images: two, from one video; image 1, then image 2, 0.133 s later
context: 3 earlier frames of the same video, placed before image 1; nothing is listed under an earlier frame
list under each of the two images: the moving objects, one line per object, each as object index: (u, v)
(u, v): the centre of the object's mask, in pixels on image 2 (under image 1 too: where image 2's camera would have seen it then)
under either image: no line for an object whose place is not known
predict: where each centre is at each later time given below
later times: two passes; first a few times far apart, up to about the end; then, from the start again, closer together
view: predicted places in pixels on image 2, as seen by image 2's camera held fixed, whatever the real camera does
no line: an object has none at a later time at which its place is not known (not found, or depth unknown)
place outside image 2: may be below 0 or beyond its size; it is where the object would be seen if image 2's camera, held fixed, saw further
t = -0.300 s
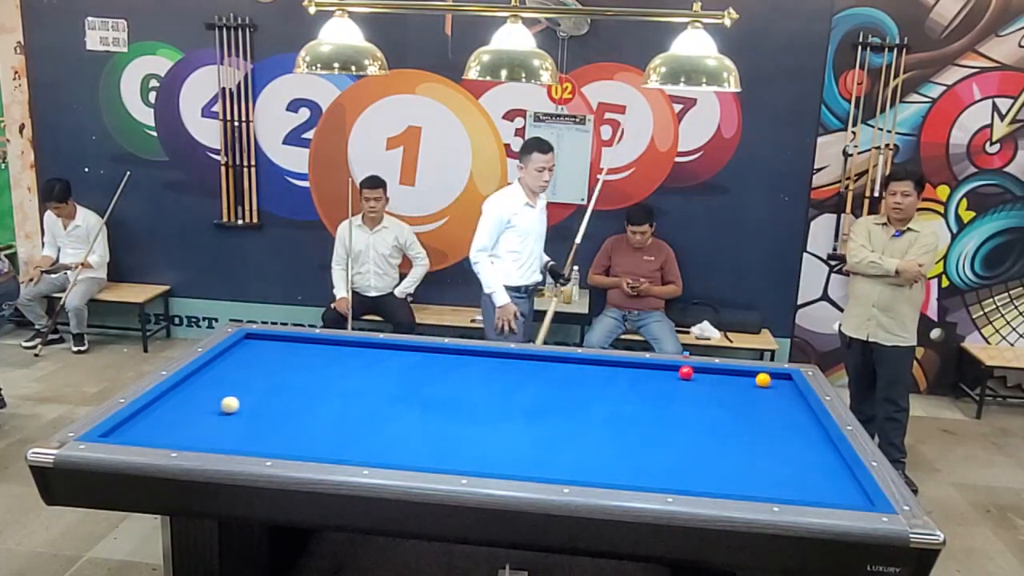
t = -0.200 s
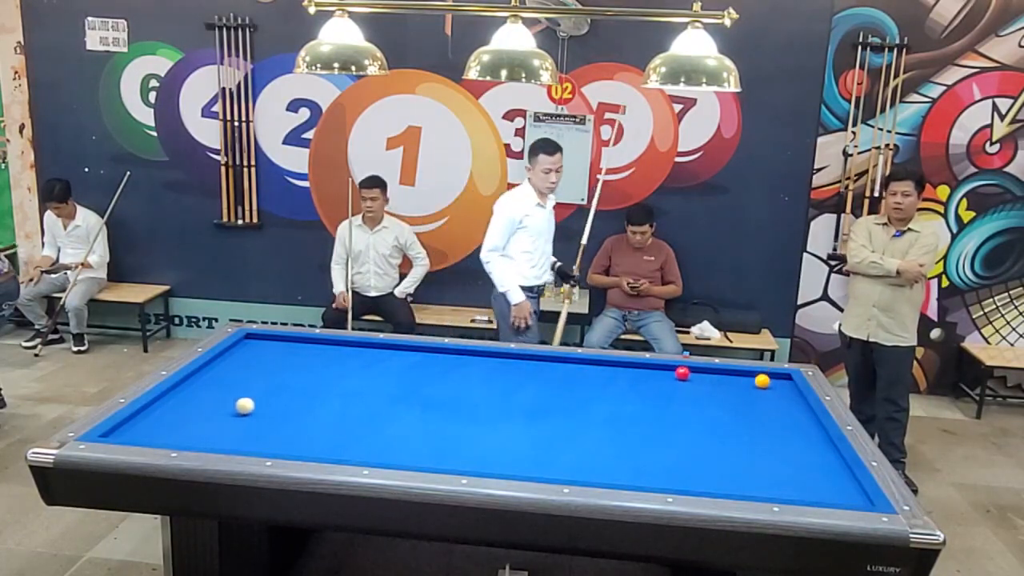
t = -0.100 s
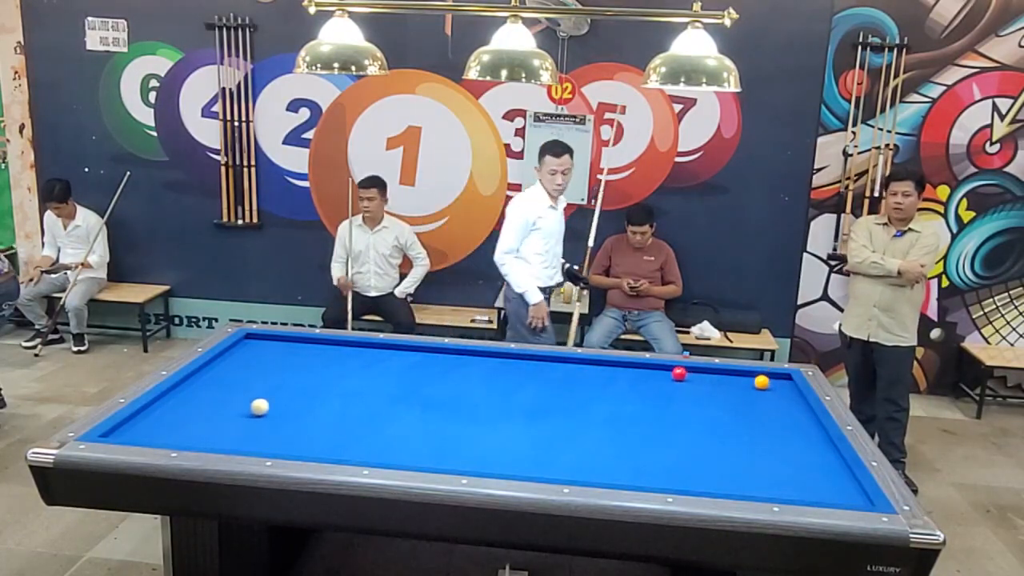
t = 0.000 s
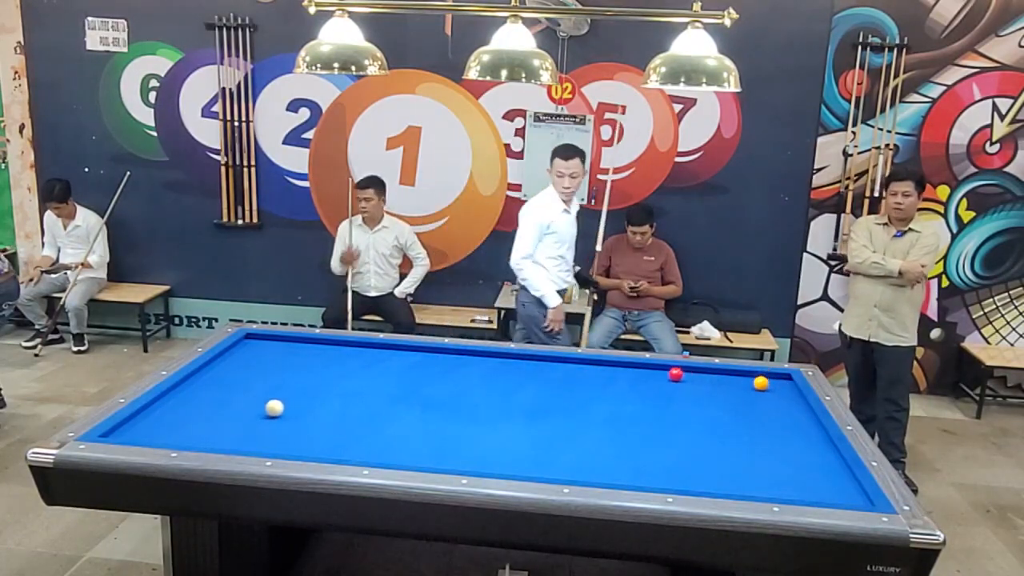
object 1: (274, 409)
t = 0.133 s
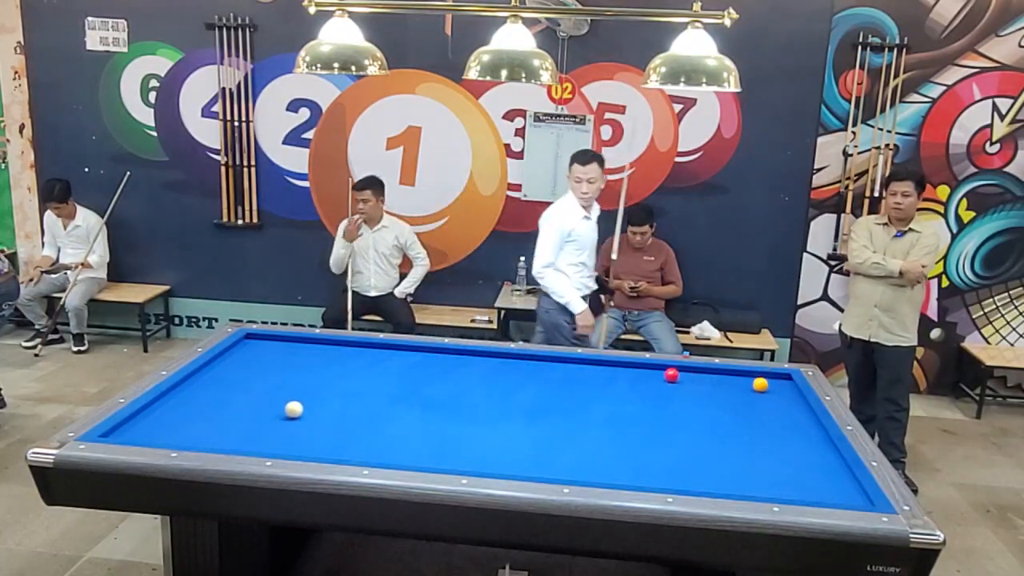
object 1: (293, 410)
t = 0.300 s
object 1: (317, 412)
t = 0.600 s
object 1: (360, 415)
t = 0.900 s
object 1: (401, 418)
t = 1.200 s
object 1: (442, 421)
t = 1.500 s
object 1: (481, 424)
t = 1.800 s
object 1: (520, 427)
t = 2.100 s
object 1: (557, 429)
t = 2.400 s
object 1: (593, 432)
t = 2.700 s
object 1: (628, 434)
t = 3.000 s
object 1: (662, 437)
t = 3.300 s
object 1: (695, 438)
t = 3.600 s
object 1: (726, 441)
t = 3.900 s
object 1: (756, 443)
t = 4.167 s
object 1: (781, 445)
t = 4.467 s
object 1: (809, 446)
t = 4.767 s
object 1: (825, 447)
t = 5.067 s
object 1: (810, 446)
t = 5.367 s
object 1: (797, 445)
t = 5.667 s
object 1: (785, 443)
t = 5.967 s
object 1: (775, 443)
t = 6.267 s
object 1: (766, 442)
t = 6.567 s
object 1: (759, 441)
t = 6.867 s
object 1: (753, 441)
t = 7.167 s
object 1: (748, 441)
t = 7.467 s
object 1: (745, 440)
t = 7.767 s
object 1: (743, 440)
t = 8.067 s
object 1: (743, 439)
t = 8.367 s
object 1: (743, 440)
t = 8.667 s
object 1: (743, 439)
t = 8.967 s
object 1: (743, 439)
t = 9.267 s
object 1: (743, 439)
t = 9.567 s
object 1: (743, 439)
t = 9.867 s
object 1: (743, 440)
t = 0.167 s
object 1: (298, 410)
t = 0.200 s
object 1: (303, 410)
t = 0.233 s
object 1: (308, 411)
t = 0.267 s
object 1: (312, 411)
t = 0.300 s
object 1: (317, 412)
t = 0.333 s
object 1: (322, 412)
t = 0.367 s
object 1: (327, 413)
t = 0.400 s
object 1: (331, 413)
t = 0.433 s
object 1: (336, 413)
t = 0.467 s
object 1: (341, 414)
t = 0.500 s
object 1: (346, 414)
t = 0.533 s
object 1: (350, 414)
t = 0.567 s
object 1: (355, 414)
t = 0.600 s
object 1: (360, 415)
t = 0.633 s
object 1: (364, 415)
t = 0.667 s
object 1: (369, 416)
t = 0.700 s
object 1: (374, 416)
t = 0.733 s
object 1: (379, 417)
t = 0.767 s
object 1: (383, 417)
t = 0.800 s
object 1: (388, 417)
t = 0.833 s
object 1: (393, 417)
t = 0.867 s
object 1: (397, 418)
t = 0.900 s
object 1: (401, 418)
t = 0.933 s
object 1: (406, 419)
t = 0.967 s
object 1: (410, 419)
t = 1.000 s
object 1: (415, 419)
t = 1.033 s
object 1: (419, 420)
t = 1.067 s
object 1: (424, 420)
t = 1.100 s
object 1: (428, 420)
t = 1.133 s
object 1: (433, 421)
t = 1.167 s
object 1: (437, 421)
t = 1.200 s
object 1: (442, 421)
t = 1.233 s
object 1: (446, 422)
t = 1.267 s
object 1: (451, 422)
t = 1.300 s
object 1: (455, 422)
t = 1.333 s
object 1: (460, 423)
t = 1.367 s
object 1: (464, 423)
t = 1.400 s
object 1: (469, 423)
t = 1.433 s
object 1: (473, 423)
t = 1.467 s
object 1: (477, 424)
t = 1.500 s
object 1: (481, 424)
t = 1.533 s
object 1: (486, 425)
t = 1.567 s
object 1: (490, 425)
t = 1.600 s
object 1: (494, 425)
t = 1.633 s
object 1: (499, 425)
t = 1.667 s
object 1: (503, 426)
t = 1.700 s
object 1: (507, 426)
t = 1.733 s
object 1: (511, 426)
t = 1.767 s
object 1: (516, 427)
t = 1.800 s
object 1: (520, 427)
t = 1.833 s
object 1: (524, 427)
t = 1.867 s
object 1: (528, 427)
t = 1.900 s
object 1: (532, 428)
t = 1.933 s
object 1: (537, 428)
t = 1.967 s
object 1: (541, 428)
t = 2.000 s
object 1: (545, 429)
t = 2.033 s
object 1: (549, 429)
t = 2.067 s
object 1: (553, 429)
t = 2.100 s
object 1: (557, 429)
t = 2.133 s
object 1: (561, 430)
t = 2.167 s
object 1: (565, 430)
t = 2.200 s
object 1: (569, 430)
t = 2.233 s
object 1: (574, 431)
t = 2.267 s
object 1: (577, 431)
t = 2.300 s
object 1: (582, 431)
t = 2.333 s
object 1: (586, 432)
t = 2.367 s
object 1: (590, 432)
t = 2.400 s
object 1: (593, 432)
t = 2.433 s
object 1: (597, 432)
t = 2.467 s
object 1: (601, 433)
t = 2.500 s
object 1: (605, 433)
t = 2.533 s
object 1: (609, 433)
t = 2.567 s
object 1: (613, 433)
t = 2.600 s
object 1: (617, 434)
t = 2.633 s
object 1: (621, 434)
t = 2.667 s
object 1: (624, 434)
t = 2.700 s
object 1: (628, 434)
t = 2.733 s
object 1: (632, 434)
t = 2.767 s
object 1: (636, 435)
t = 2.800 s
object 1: (640, 435)
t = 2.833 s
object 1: (644, 435)
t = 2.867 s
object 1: (647, 436)
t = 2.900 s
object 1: (651, 436)
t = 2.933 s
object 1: (655, 436)
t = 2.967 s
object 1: (659, 436)
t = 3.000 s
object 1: (662, 437)
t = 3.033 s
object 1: (666, 437)
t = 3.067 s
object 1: (669, 437)
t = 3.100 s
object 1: (673, 437)
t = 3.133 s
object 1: (677, 438)
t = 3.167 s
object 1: (680, 438)
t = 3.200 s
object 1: (684, 438)
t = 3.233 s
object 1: (687, 438)
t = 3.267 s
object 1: (691, 439)
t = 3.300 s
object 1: (695, 438)
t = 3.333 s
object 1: (698, 439)
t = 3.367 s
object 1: (701, 439)
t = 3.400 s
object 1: (705, 439)
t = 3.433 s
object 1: (709, 440)
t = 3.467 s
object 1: (712, 440)
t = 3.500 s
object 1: (716, 440)
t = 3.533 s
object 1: (719, 440)
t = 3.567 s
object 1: (722, 441)
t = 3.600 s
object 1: (726, 441)
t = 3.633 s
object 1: (729, 441)
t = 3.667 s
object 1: (733, 441)
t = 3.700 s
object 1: (736, 441)
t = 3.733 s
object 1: (739, 442)
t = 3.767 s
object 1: (743, 442)
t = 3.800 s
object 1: (746, 442)
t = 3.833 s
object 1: (749, 442)
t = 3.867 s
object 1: (752, 443)
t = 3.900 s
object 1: (756, 443)
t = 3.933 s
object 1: (759, 443)
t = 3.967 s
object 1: (762, 443)
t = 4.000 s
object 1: (766, 444)
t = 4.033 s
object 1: (769, 444)
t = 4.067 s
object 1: (772, 444)
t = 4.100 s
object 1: (775, 444)
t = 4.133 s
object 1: (778, 444)
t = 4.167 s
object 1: (781, 445)
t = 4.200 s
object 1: (784, 445)
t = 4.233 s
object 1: (787, 445)
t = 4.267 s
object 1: (791, 445)
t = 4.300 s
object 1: (794, 445)
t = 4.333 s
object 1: (797, 446)
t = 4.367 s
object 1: (799, 446)
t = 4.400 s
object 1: (803, 446)
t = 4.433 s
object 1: (806, 446)
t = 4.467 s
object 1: (809, 446)
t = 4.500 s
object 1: (811, 447)
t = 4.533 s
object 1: (814, 447)
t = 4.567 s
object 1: (817, 447)
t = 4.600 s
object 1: (820, 447)
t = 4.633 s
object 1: (823, 447)
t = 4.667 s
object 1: (826, 447)
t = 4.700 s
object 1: (828, 447)
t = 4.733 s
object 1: (826, 447)
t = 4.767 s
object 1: (825, 447)
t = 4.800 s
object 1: (823, 447)
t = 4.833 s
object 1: (822, 447)
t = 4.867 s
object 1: (820, 446)
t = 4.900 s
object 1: (818, 446)
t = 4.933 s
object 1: (816, 446)
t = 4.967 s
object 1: (815, 446)
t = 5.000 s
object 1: (813, 446)
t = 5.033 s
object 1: (811, 446)
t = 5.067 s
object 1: (810, 446)
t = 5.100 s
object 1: (808, 445)
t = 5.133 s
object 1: (807, 445)
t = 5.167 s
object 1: (805, 445)
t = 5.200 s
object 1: (804, 445)
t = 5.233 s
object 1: (802, 445)
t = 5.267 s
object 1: (801, 445)
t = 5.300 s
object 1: (799, 445)
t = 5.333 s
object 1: (798, 445)
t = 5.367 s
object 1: (797, 445)
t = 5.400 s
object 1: (795, 445)
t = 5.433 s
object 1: (794, 444)
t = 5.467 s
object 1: (793, 444)
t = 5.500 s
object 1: (792, 444)
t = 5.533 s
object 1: (790, 444)
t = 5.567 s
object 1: (789, 444)
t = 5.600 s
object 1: (788, 444)
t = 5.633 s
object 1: (786, 444)
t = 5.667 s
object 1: (785, 443)
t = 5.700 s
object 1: (784, 443)
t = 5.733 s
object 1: (783, 443)
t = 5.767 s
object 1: (781, 443)
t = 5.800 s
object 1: (780, 443)
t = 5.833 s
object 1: (779, 443)
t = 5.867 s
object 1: (778, 443)
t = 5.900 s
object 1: (777, 443)
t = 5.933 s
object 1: (776, 443)
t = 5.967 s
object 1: (775, 443)
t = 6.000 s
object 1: (774, 442)
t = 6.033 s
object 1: (773, 442)
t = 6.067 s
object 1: (772, 442)
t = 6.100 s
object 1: (771, 442)
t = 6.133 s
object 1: (770, 442)
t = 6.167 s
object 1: (769, 442)
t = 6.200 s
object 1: (768, 442)
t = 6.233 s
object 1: (767, 442)
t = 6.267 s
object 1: (766, 442)
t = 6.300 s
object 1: (765, 442)
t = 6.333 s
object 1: (764, 442)
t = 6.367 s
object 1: (763, 442)
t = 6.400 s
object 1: (763, 442)
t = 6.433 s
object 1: (762, 442)
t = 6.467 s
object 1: (761, 442)
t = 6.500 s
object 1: (760, 442)
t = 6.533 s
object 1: (760, 442)
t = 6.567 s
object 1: (759, 441)
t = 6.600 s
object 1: (758, 442)
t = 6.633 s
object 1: (757, 441)
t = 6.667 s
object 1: (757, 441)
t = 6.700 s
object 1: (756, 441)
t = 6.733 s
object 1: (755, 441)
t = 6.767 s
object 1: (755, 441)
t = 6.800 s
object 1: (754, 441)
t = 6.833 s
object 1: (754, 441)
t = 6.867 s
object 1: (753, 441)
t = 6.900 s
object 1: (752, 441)
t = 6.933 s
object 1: (752, 441)
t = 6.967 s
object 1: (751, 441)
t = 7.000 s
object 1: (751, 441)
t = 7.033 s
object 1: (750, 441)
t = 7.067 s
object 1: (750, 441)
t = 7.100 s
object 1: (749, 441)
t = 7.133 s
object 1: (749, 441)
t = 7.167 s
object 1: (748, 441)
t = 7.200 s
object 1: (748, 440)
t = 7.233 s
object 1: (748, 440)
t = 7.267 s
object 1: (747, 440)
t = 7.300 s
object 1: (747, 440)
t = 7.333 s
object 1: (747, 440)
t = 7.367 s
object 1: (746, 440)
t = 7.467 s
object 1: (745, 440)
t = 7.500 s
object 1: (745, 440)
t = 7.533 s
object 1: (745, 440)
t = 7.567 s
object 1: (745, 440)
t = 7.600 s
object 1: (744, 440)
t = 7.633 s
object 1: (744, 440)
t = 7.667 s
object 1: (744, 440)
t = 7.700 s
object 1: (744, 440)
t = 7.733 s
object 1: (743, 440)
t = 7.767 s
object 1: (743, 440)
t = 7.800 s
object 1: (743, 440)
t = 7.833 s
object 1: (743, 440)
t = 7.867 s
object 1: (743, 440)
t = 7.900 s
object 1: (743, 440)
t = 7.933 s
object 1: (743, 440)
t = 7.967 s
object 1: (743, 440)
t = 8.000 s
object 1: (743, 440)
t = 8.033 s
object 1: (743, 440)
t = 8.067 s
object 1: (743, 439)
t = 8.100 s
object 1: (743, 440)
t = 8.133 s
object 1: (743, 440)
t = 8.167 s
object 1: (743, 440)
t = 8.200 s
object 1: (743, 440)
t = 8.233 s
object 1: (743, 439)
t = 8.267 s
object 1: (743, 439)
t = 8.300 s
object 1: (743, 440)
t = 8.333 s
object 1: (743, 440)
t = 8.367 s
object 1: (743, 440)
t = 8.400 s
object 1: (743, 440)
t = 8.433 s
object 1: (743, 440)
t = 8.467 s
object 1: (743, 439)
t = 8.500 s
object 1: (743, 439)
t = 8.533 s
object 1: (743, 439)
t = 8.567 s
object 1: (743, 439)
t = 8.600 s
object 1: (743, 439)
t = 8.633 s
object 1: (743, 439)
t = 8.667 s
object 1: (743, 439)
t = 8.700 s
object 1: (743, 439)
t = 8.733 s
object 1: (743, 439)
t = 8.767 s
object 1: (743, 439)
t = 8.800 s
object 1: (743, 439)
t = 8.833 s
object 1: (743, 439)
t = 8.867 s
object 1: (743, 439)
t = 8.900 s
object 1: (743, 439)
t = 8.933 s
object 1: (743, 439)
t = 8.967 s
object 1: (743, 439)
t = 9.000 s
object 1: (743, 439)
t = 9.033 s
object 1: (743, 439)
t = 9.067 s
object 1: (743, 439)
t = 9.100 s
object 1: (743, 439)
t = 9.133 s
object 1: (743, 439)
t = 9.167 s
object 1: (743, 439)
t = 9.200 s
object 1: (743, 439)
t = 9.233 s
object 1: (743, 439)
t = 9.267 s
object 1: (743, 439)
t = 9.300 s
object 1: (743, 439)
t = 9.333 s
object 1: (743, 439)
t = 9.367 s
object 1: (743, 439)
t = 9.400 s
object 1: (743, 439)
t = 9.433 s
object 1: (743, 439)
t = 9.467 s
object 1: (743, 439)
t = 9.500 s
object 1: (743, 439)
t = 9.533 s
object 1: (743, 439)
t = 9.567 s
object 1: (743, 439)
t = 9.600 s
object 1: (743, 439)
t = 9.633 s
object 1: (743, 439)
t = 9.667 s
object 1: (743, 439)
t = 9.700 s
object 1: (743, 439)
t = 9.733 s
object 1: (743, 439)
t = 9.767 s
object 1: (743, 439)
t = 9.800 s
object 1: (743, 439)
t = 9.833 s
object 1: (743, 439)
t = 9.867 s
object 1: (743, 440)
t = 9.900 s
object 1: (743, 439)
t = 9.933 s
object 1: (743, 439)
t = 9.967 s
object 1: (743, 439)
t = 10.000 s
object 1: (743, 439)
